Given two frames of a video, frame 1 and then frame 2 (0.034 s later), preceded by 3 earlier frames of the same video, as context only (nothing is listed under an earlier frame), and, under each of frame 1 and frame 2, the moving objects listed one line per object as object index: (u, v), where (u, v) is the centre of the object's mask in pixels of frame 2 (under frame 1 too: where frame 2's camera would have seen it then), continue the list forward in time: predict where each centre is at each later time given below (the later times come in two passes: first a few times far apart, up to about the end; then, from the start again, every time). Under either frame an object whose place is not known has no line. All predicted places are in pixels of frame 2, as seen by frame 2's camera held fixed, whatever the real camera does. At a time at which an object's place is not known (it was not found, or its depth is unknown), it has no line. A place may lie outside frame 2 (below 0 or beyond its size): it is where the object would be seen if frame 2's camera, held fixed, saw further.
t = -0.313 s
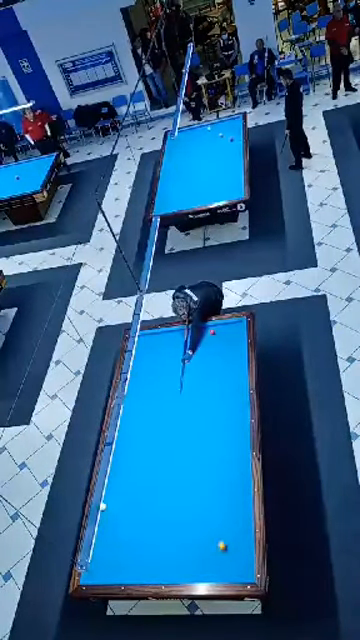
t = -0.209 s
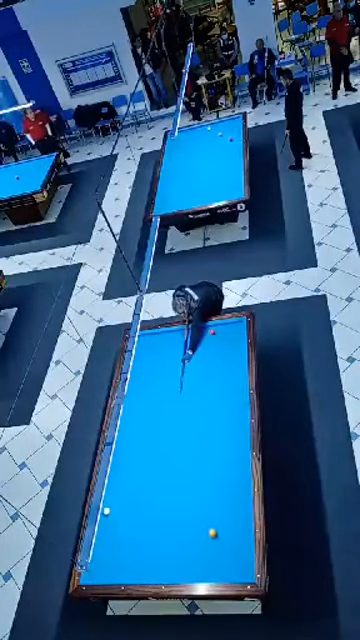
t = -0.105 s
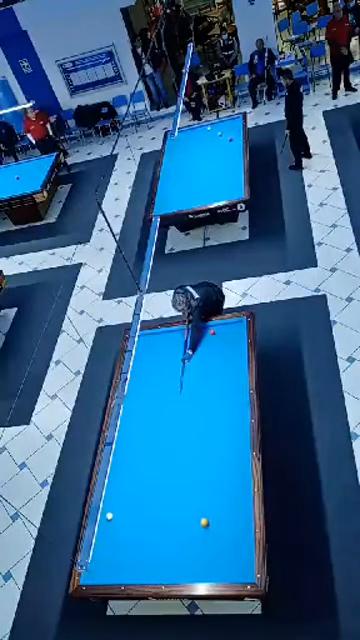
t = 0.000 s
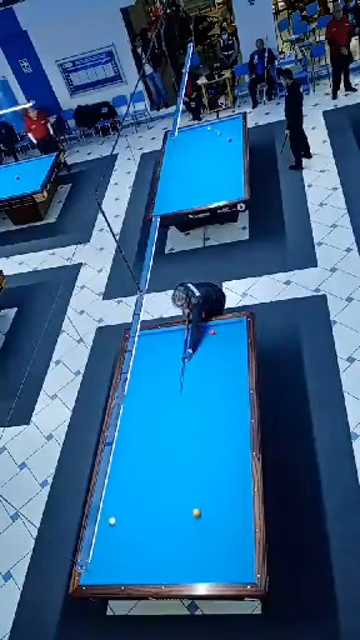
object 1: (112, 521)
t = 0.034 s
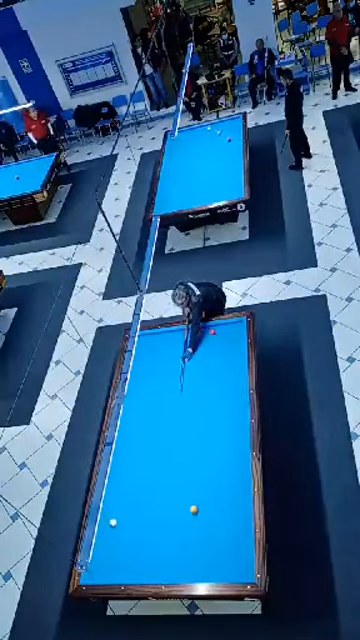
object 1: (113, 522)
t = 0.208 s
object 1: (119, 532)
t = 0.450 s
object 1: (126, 544)
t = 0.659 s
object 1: (132, 554)
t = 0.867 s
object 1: (138, 564)
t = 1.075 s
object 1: (146, 571)
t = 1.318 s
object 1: (156, 565)
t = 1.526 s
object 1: (164, 559)
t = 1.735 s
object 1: (171, 553)
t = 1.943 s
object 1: (179, 547)
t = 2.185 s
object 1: (188, 540)
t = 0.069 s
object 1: (115, 526)
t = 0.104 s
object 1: (116, 527)
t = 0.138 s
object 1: (117, 529)
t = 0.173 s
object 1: (118, 530)
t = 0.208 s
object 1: (119, 532)
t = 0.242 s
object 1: (120, 534)
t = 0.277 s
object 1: (121, 535)
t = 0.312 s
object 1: (122, 537)
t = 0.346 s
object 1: (123, 539)
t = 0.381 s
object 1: (124, 540)
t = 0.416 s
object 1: (125, 542)
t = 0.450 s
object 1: (126, 544)
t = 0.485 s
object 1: (127, 546)
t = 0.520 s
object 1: (128, 547)
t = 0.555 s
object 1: (129, 549)
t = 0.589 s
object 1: (130, 551)
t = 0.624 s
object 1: (131, 552)
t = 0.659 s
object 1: (132, 554)
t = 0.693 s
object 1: (133, 556)
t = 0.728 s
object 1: (134, 557)
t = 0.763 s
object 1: (135, 559)
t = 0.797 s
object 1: (136, 561)
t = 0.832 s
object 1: (137, 563)
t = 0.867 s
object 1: (138, 564)
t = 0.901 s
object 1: (139, 566)
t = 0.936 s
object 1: (140, 568)
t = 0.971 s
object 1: (141, 570)
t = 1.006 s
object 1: (143, 571)
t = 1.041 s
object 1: (143, 572)
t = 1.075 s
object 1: (146, 571)
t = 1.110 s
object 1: (148, 571)
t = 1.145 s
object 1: (149, 570)
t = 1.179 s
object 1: (150, 569)
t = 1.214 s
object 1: (152, 568)
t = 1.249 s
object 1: (153, 567)
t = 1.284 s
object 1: (154, 566)
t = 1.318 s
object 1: (156, 565)
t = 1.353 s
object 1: (157, 564)
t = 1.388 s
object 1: (158, 563)
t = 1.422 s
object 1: (160, 562)
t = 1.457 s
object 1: (161, 561)
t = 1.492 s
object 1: (162, 560)
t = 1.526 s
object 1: (164, 559)
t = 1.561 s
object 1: (165, 558)
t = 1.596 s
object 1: (166, 557)
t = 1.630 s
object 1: (167, 556)
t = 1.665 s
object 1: (169, 555)
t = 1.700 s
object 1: (170, 554)
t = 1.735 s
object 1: (171, 553)
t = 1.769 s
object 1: (173, 552)
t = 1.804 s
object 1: (174, 551)
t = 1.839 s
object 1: (175, 550)
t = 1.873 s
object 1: (176, 549)
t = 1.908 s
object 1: (177, 549)
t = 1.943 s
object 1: (179, 547)
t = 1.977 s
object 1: (180, 546)
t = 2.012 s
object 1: (181, 546)
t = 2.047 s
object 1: (183, 544)
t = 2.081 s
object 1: (184, 543)
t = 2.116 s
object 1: (186, 542)
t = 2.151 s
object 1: (187, 541)
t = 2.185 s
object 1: (188, 540)
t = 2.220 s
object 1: (189, 540)
